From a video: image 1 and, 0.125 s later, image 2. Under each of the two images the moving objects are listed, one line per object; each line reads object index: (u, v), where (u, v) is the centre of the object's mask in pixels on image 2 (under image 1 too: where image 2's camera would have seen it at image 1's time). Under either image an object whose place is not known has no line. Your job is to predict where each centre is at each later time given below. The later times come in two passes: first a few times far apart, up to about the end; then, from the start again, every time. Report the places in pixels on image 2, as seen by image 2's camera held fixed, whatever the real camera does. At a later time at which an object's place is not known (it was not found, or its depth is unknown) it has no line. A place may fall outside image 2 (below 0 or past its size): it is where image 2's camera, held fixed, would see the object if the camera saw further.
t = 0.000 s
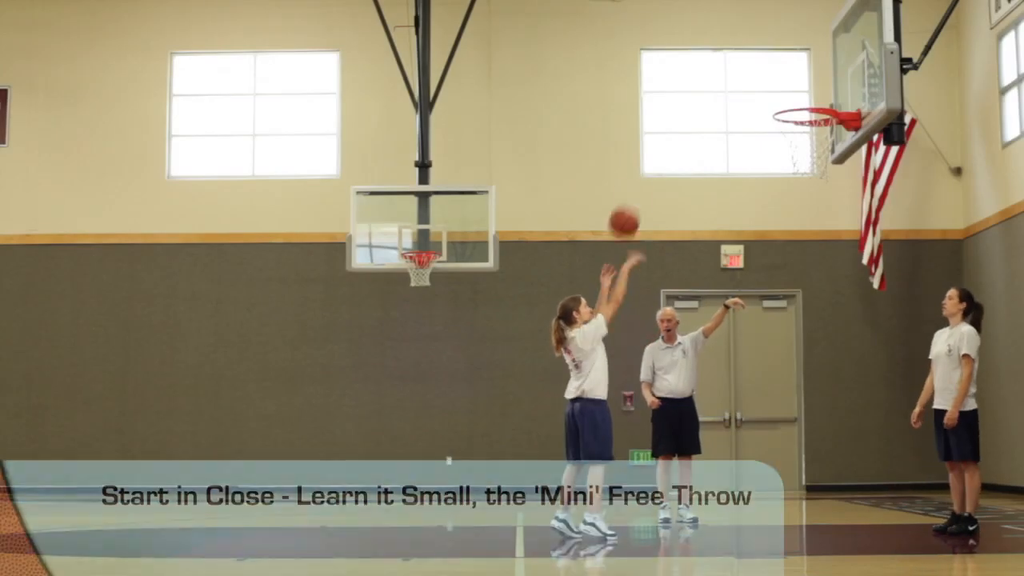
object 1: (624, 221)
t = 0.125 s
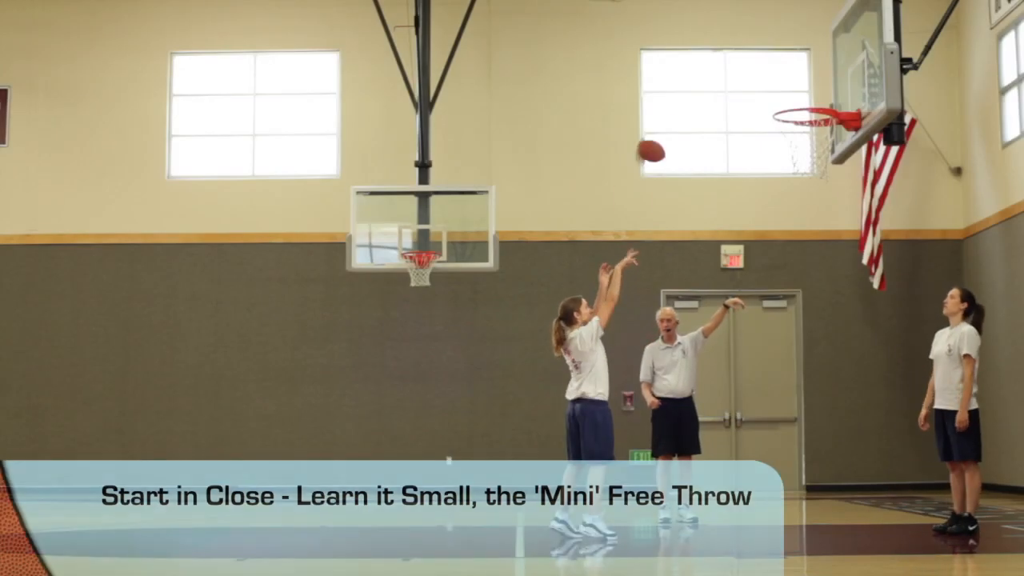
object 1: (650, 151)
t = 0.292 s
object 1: (689, 87)
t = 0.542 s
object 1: (746, 58)
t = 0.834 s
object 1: (818, 128)
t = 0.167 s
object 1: (661, 132)
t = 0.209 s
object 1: (670, 114)
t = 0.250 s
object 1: (680, 100)
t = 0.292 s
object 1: (689, 87)
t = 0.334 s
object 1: (699, 77)
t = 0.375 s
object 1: (708, 68)
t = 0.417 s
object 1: (718, 62)
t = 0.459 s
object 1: (727, 58)
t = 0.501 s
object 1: (736, 57)
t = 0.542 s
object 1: (746, 58)
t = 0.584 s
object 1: (756, 61)
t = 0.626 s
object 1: (766, 66)
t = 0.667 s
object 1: (775, 74)
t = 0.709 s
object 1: (786, 84)
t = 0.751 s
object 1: (796, 96)
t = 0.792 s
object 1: (806, 113)
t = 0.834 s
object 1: (818, 128)
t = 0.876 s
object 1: (825, 145)
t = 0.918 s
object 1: (831, 160)
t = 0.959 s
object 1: (833, 173)
